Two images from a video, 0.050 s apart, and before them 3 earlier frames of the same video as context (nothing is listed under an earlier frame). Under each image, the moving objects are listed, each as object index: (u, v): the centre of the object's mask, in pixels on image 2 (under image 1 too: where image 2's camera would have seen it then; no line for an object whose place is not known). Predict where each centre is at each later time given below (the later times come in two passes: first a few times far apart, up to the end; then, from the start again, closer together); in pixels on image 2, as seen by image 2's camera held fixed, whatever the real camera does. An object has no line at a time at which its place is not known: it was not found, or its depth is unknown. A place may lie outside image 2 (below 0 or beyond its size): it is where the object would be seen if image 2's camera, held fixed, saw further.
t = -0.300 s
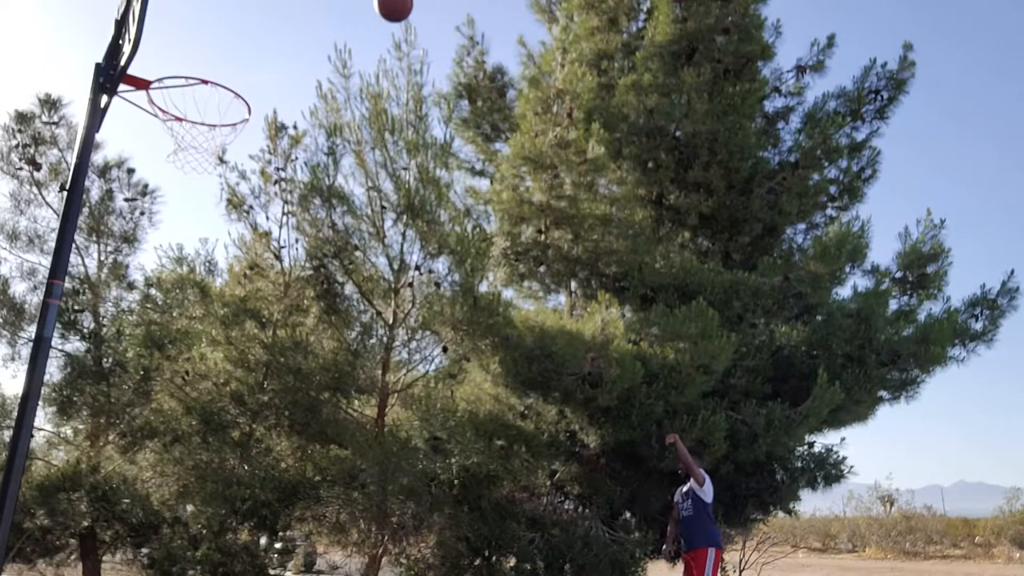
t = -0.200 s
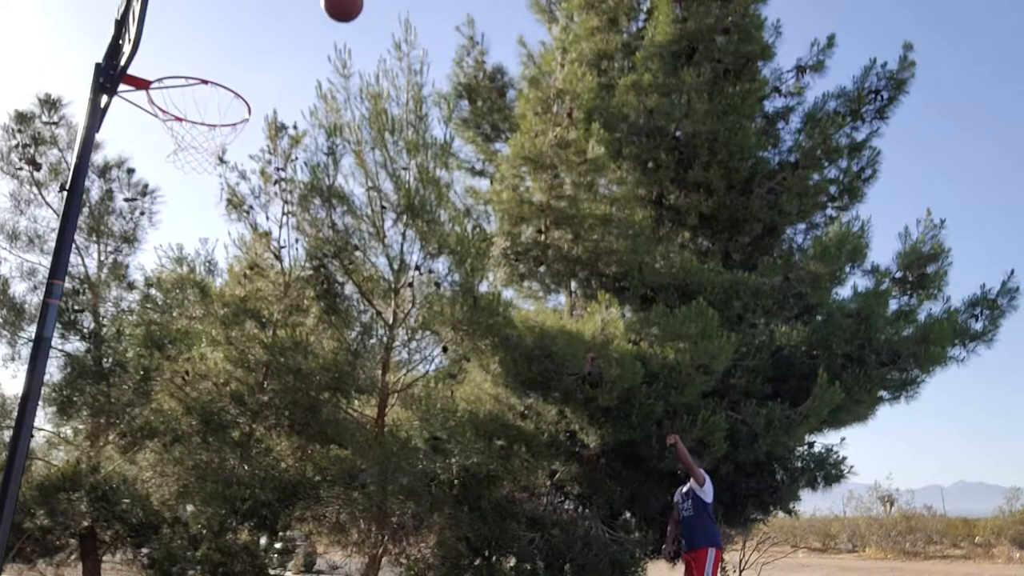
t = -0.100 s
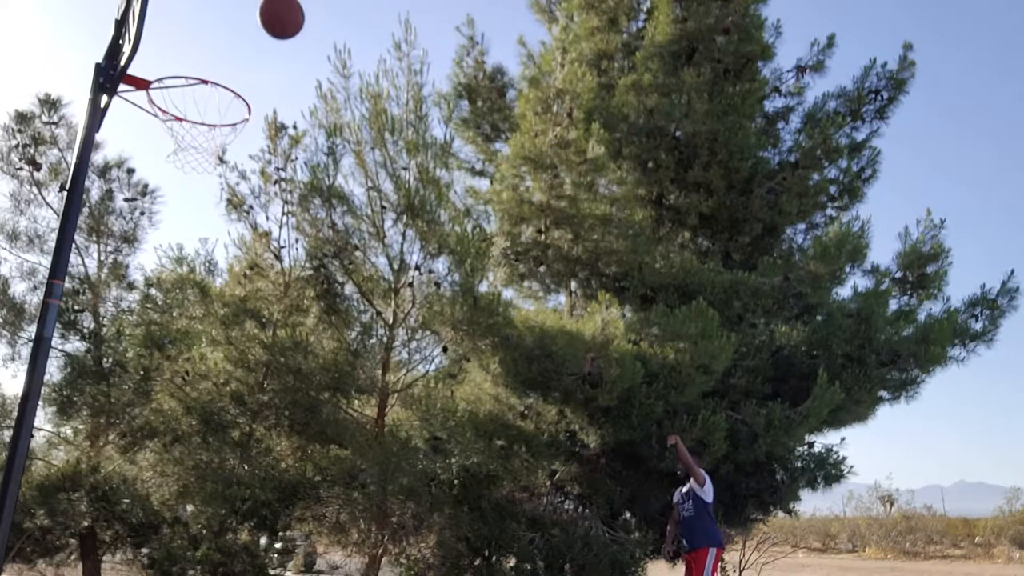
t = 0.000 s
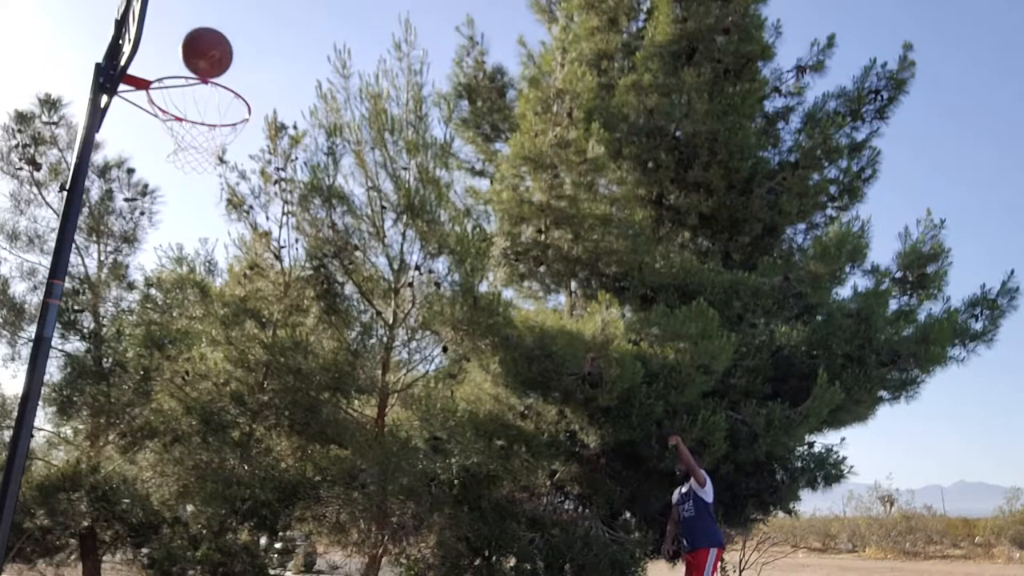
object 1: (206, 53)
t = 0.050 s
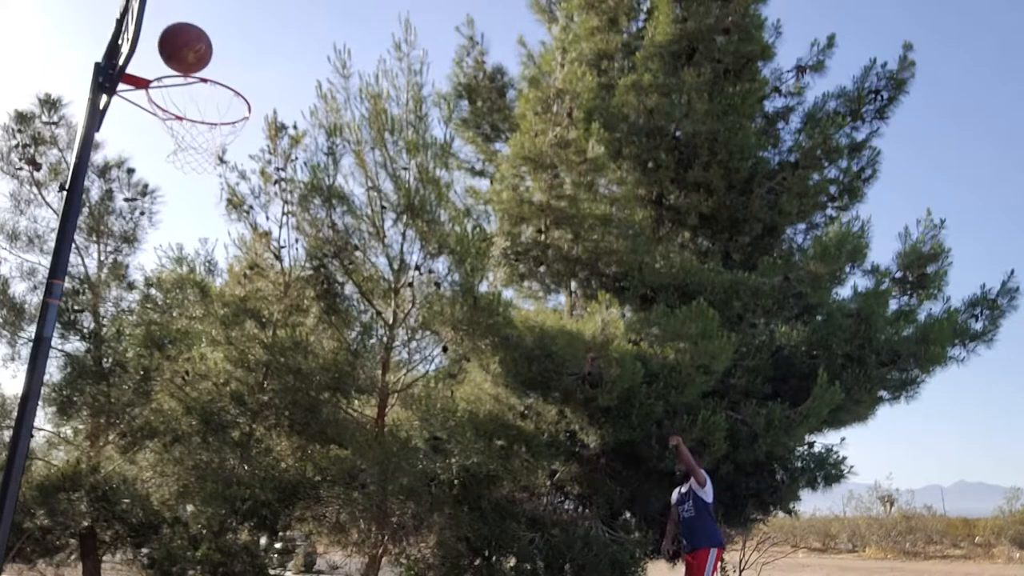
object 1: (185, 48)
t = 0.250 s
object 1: (176, 14)
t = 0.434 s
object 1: (201, 40)
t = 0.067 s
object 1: (181, 41)
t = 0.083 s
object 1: (177, 34)
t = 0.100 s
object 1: (174, 28)
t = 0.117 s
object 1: (170, 24)
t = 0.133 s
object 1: (167, 21)
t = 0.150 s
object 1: (165, 19)
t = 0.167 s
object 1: (165, 17)
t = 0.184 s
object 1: (167, 16)
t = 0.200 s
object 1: (169, 15)
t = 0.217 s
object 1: (172, 14)
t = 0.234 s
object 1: (174, 14)
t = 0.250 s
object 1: (176, 14)
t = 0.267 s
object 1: (179, 14)
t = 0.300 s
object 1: (184, 15)
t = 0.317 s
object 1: (186, 16)
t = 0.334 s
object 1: (188, 18)
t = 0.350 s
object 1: (190, 19)
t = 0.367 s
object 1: (192, 22)
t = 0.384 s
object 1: (194, 25)
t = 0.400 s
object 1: (197, 29)
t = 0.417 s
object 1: (199, 34)
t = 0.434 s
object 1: (201, 40)
